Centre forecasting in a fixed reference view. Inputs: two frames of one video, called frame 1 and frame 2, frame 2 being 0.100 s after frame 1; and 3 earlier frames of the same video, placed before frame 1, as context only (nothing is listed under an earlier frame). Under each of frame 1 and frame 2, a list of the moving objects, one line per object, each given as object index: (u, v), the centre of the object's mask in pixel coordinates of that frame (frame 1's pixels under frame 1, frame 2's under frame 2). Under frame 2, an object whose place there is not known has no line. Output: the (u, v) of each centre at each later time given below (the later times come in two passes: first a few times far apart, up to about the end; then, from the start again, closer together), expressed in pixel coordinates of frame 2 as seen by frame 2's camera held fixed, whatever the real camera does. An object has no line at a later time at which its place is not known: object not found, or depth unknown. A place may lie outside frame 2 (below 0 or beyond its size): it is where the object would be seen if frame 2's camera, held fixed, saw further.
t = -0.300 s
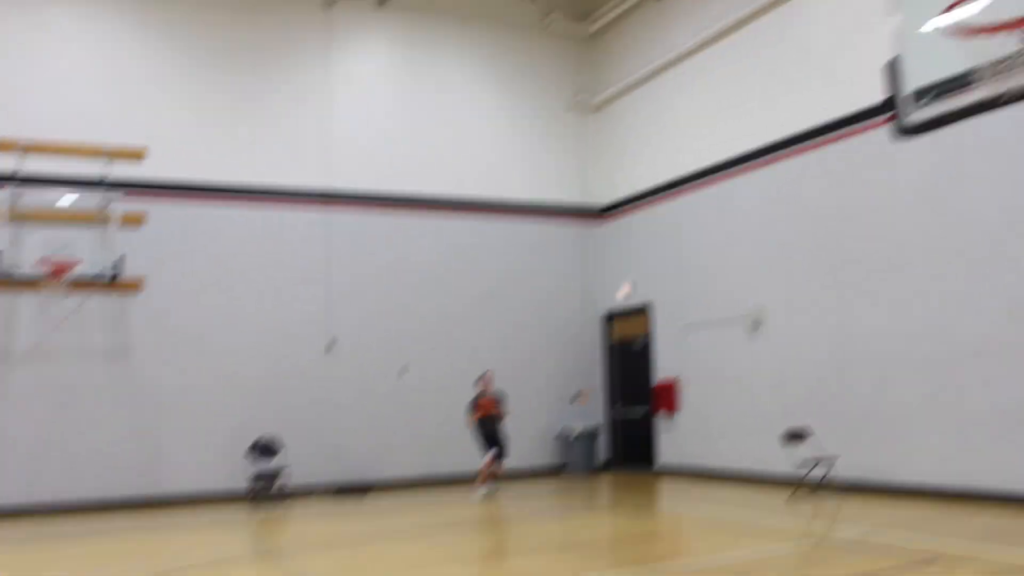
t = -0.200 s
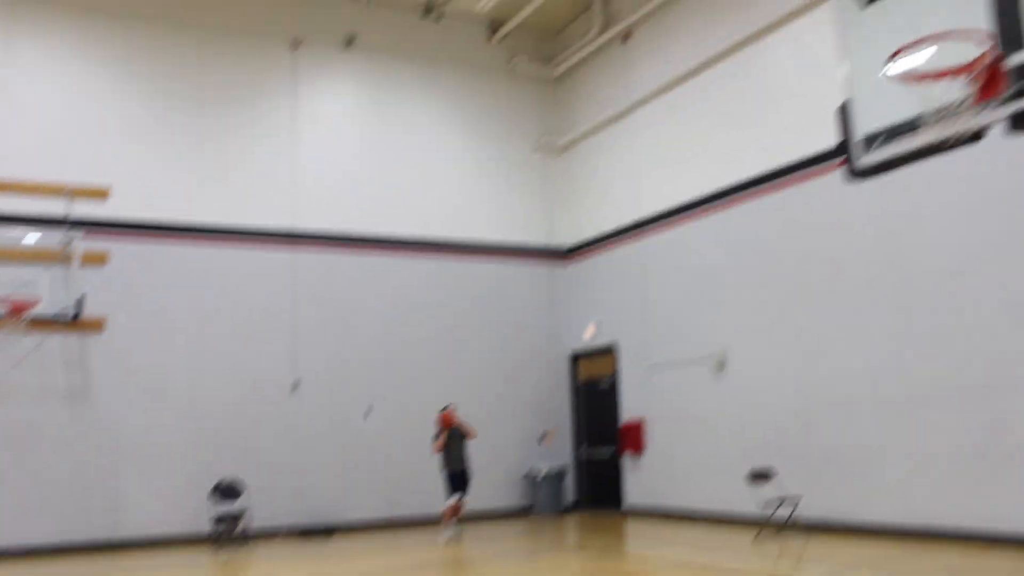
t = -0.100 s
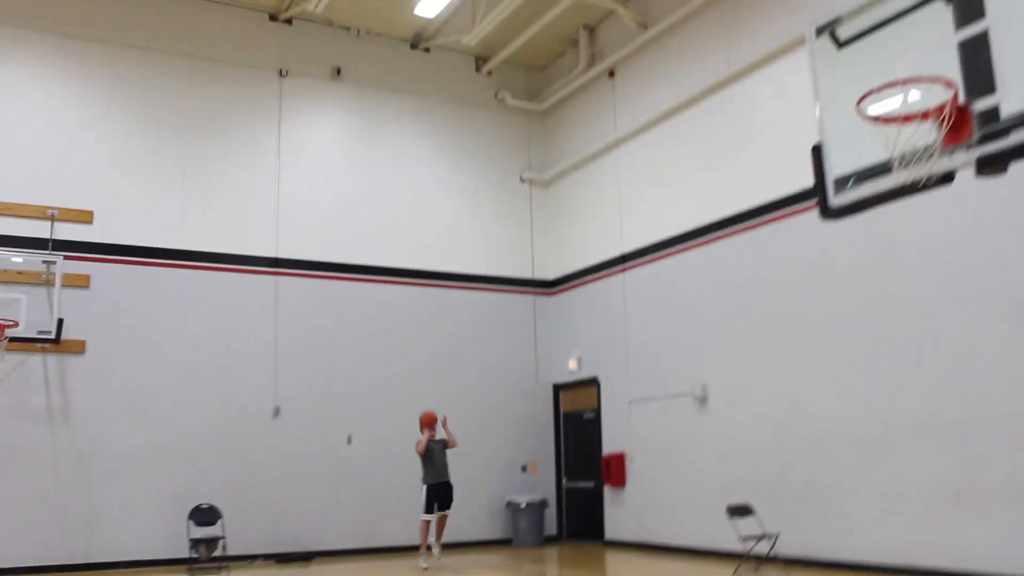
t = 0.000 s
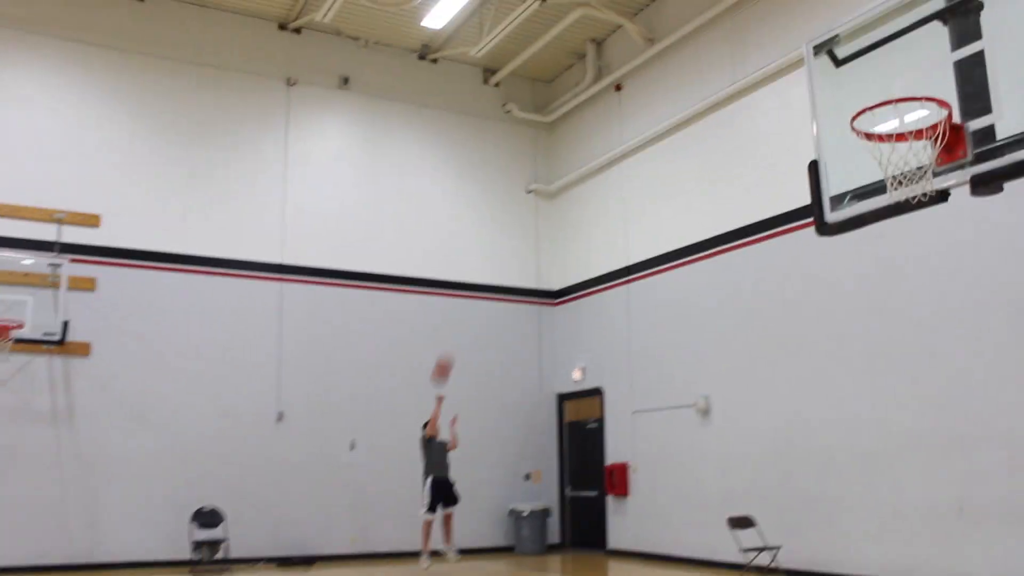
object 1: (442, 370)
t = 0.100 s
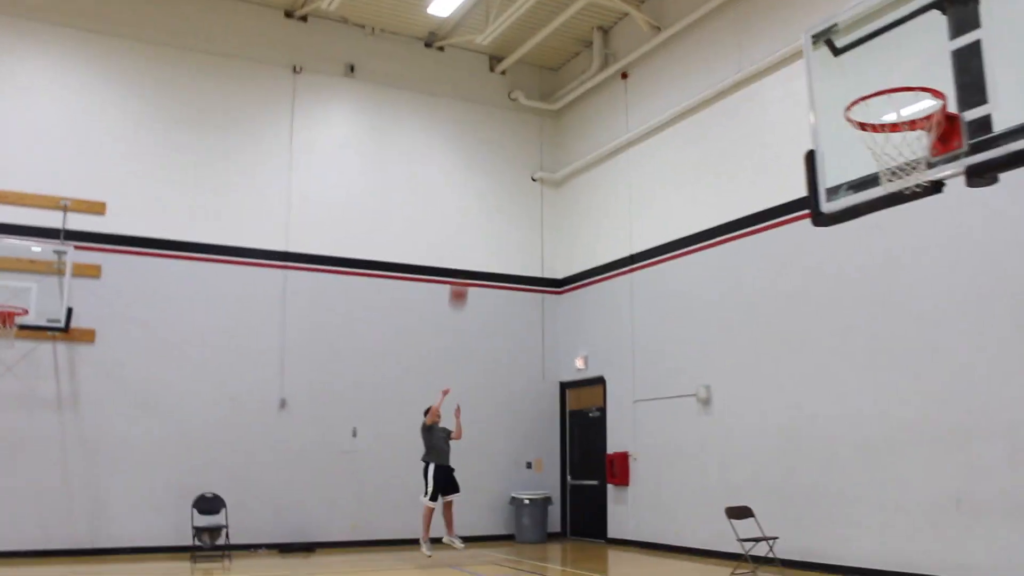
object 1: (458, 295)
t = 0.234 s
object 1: (477, 214)
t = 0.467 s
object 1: (512, 90)
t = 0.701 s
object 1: (555, -8)
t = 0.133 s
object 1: (463, 273)
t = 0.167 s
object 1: (468, 252)
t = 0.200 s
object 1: (473, 233)
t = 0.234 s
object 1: (477, 214)
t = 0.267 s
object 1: (481, 195)
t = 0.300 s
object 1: (487, 176)
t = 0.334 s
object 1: (492, 158)
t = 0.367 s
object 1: (497, 141)
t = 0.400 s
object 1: (502, 123)
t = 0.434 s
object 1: (507, 107)
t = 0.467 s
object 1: (512, 90)
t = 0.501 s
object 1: (518, 74)
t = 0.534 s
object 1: (524, 59)
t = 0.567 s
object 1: (530, 44)
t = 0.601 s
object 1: (536, 30)
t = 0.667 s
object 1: (548, 3)
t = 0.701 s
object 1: (555, -8)
